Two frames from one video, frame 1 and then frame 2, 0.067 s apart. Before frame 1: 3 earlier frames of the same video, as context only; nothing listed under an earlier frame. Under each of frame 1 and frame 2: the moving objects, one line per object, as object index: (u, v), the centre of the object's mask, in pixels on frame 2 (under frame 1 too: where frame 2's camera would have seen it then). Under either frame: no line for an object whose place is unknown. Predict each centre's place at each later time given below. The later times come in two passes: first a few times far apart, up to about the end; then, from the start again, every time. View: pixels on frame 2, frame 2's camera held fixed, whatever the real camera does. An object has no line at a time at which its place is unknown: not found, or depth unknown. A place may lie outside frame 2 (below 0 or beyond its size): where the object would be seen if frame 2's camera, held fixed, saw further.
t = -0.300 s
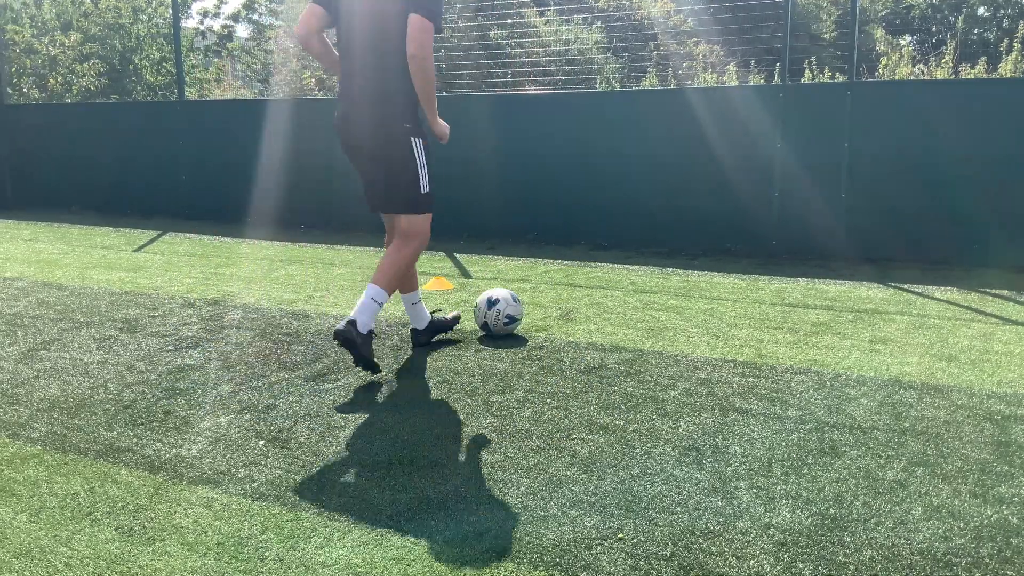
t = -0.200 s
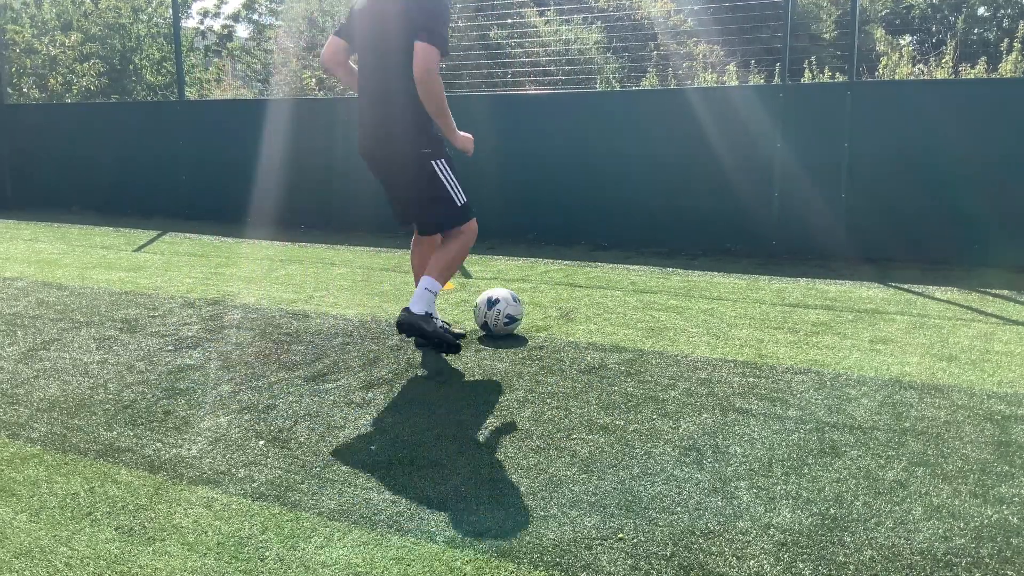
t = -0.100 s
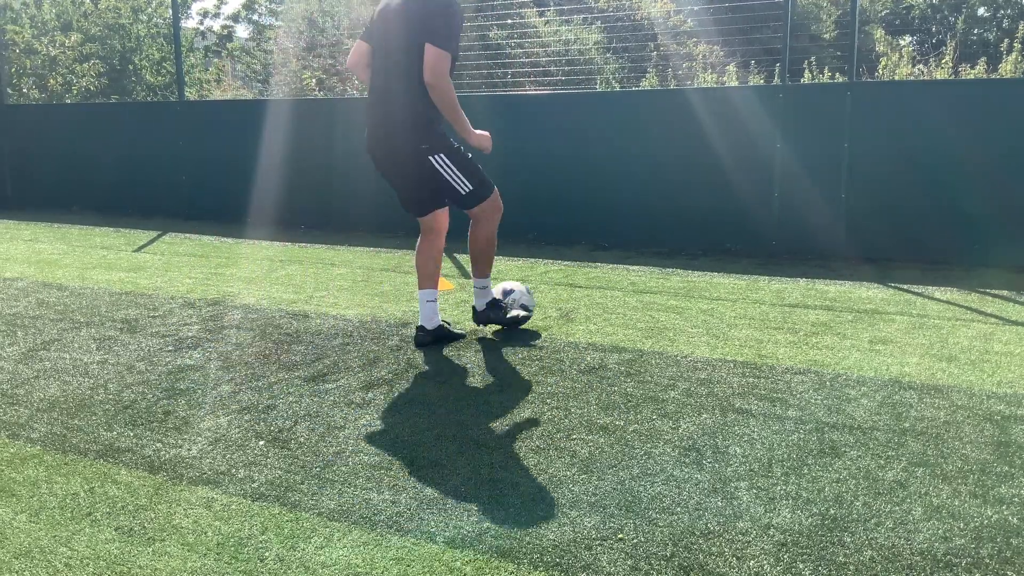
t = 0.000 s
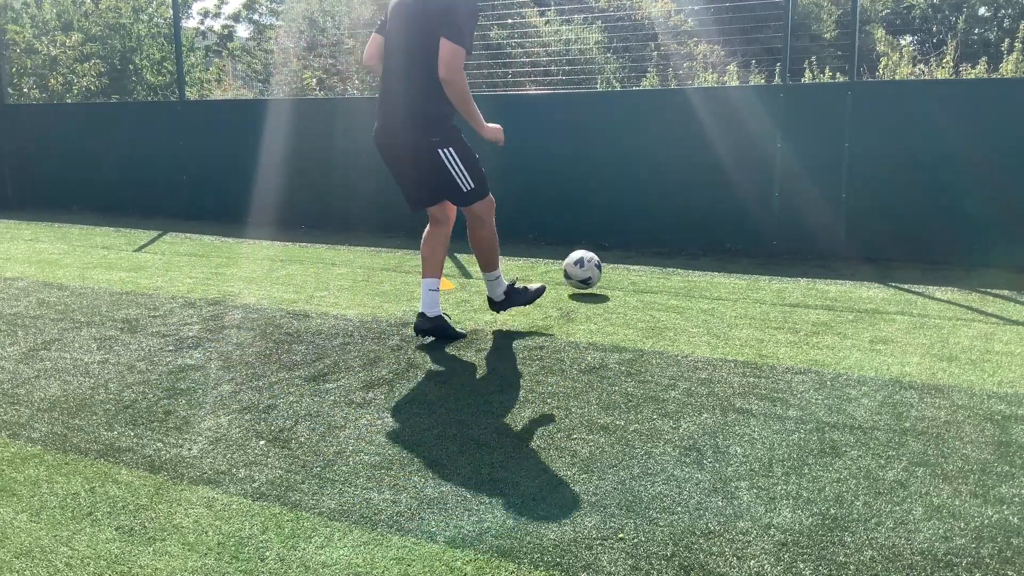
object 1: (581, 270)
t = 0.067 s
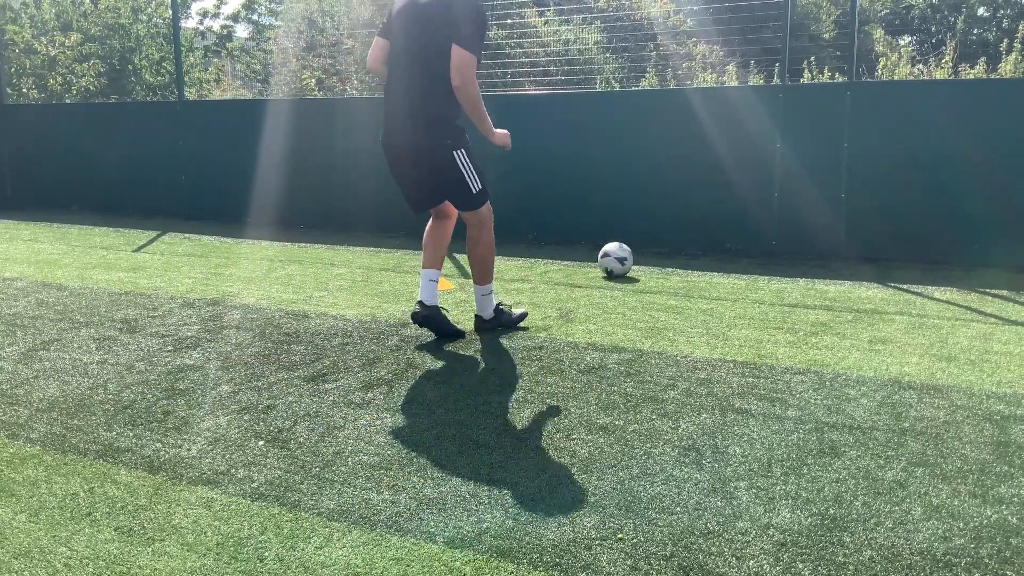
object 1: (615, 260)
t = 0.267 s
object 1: (665, 229)
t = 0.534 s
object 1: (586, 252)
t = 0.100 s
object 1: (629, 252)
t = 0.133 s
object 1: (642, 245)
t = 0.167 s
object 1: (653, 242)
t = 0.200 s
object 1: (663, 240)
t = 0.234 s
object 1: (672, 233)
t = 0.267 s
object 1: (665, 229)
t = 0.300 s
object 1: (657, 226)
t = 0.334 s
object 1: (648, 225)
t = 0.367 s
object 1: (639, 225)
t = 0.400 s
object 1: (629, 227)
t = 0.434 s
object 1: (619, 231)
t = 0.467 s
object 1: (609, 235)
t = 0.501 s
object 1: (597, 242)
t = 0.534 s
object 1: (586, 252)
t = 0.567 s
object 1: (573, 263)
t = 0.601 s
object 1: (561, 270)
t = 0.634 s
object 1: (552, 267)
